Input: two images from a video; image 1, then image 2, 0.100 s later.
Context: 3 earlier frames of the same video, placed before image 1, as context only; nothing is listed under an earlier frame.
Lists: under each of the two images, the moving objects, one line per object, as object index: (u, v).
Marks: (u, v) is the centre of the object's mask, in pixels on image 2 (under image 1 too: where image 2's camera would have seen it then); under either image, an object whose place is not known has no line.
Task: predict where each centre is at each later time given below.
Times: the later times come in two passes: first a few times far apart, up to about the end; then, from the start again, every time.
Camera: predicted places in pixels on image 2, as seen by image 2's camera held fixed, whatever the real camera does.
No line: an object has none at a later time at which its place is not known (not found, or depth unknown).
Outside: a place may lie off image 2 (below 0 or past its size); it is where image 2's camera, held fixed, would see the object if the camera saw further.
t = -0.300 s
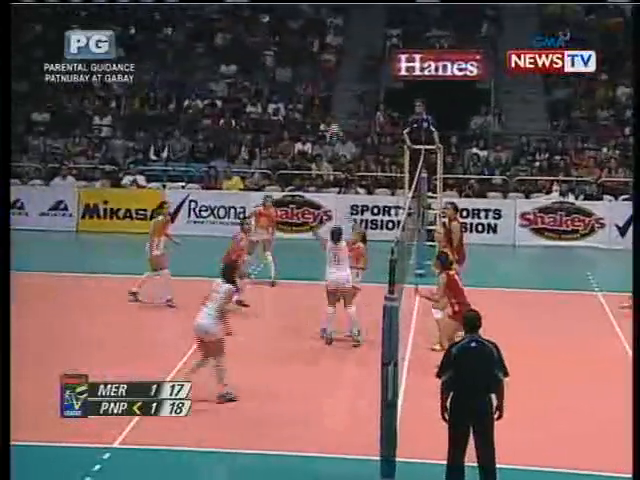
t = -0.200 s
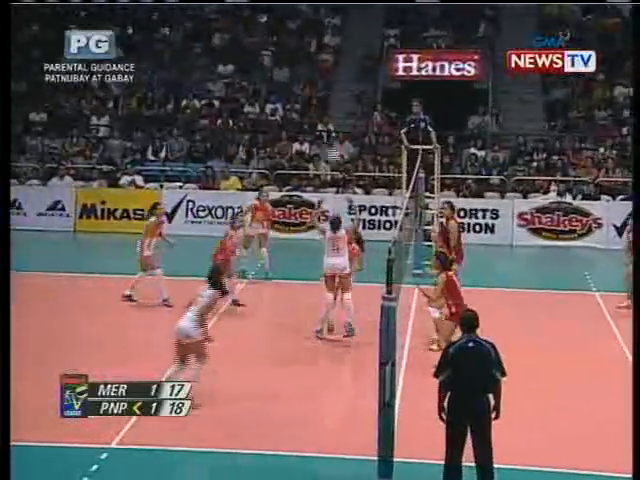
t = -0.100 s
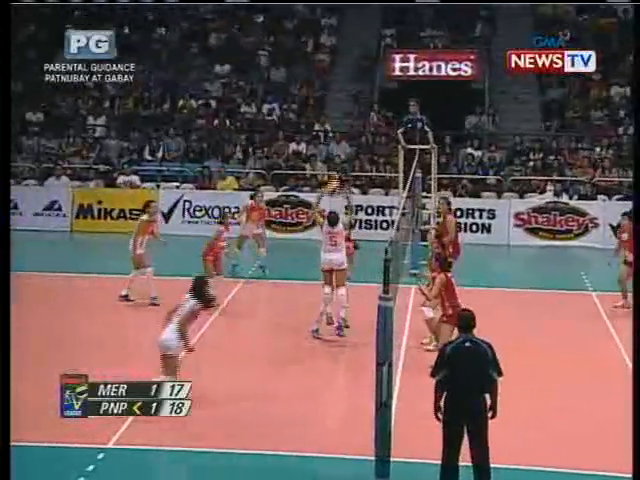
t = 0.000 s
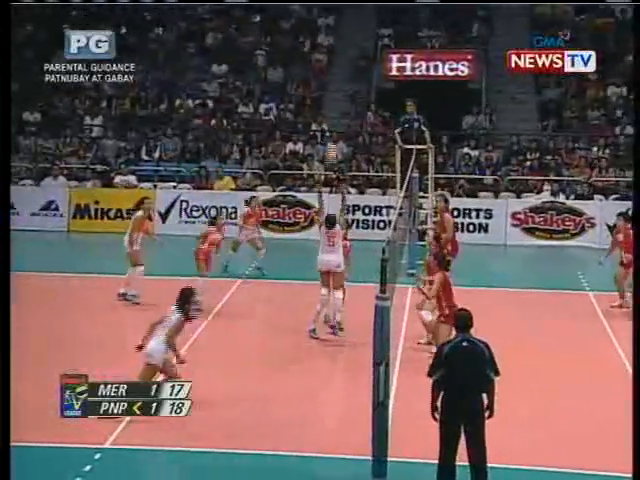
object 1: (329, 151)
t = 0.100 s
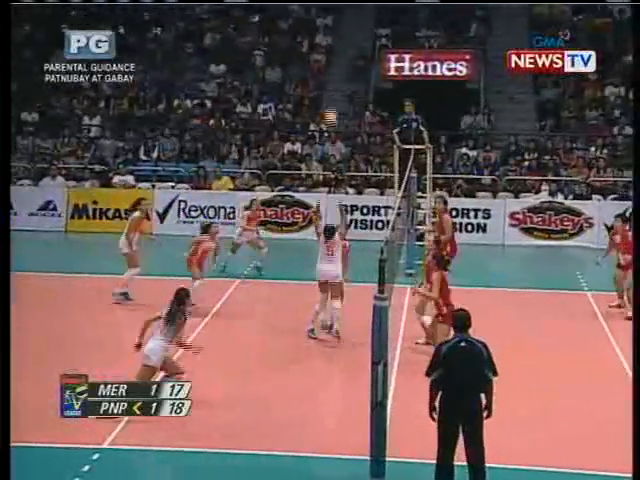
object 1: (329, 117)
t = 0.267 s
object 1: (330, 75)
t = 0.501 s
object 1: (329, 47)
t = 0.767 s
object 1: (326, 69)
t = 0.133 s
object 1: (330, 107)
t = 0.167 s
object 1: (330, 97)
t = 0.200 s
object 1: (330, 88)
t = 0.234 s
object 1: (331, 82)
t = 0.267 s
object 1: (330, 75)
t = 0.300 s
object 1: (329, 65)
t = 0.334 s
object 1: (331, 62)
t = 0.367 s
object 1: (330, 57)
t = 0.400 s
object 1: (330, 54)
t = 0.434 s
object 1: (328, 50)
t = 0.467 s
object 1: (329, 48)
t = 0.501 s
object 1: (329, 47)
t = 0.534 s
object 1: (329, 47)
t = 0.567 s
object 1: (329, 47)
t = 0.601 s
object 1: (328, 48)
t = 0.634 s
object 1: (327, 47)
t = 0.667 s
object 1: (327, 50)
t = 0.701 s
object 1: (327, 53)
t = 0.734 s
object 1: (326, 59)
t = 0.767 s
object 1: (326, 69)
